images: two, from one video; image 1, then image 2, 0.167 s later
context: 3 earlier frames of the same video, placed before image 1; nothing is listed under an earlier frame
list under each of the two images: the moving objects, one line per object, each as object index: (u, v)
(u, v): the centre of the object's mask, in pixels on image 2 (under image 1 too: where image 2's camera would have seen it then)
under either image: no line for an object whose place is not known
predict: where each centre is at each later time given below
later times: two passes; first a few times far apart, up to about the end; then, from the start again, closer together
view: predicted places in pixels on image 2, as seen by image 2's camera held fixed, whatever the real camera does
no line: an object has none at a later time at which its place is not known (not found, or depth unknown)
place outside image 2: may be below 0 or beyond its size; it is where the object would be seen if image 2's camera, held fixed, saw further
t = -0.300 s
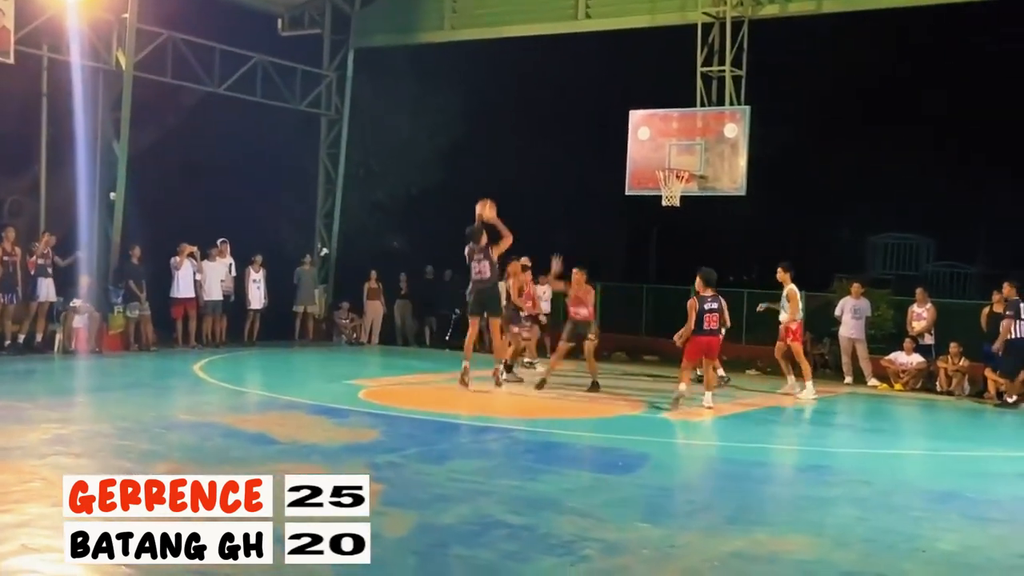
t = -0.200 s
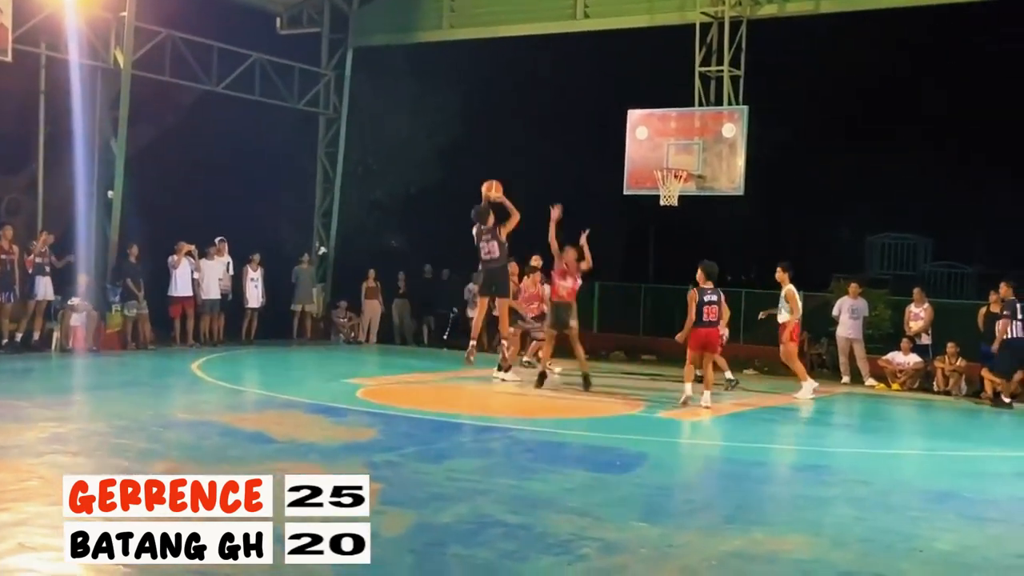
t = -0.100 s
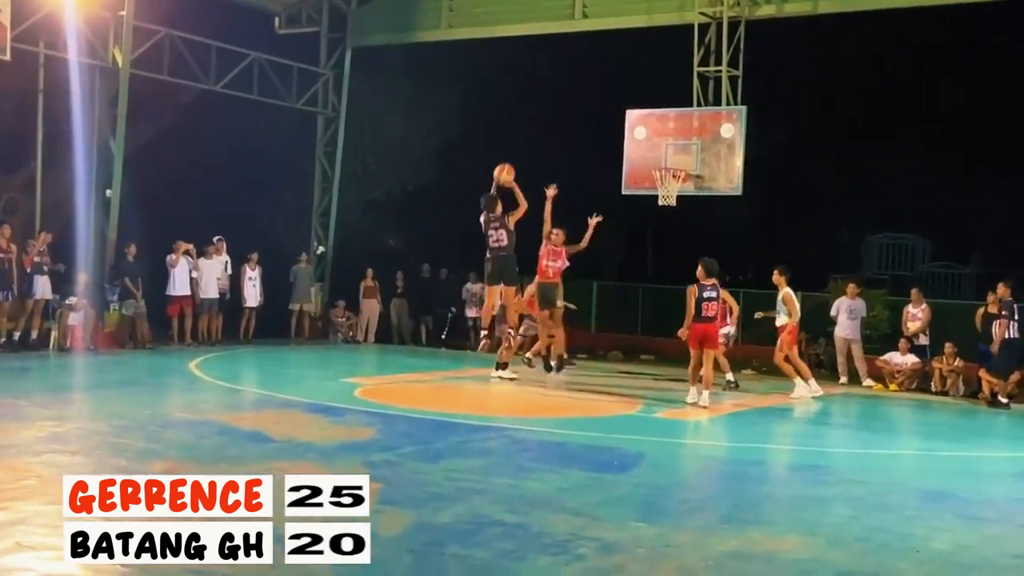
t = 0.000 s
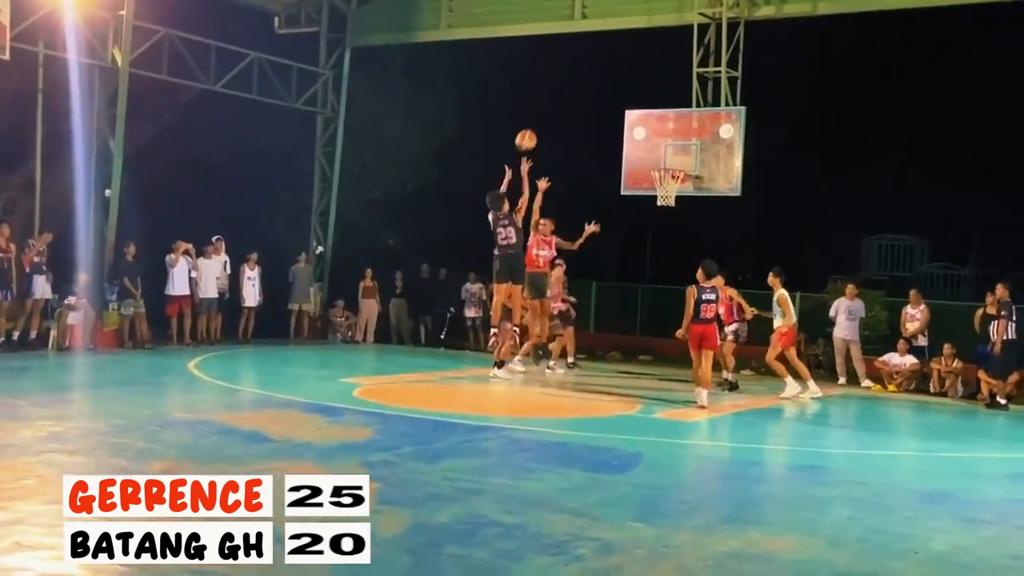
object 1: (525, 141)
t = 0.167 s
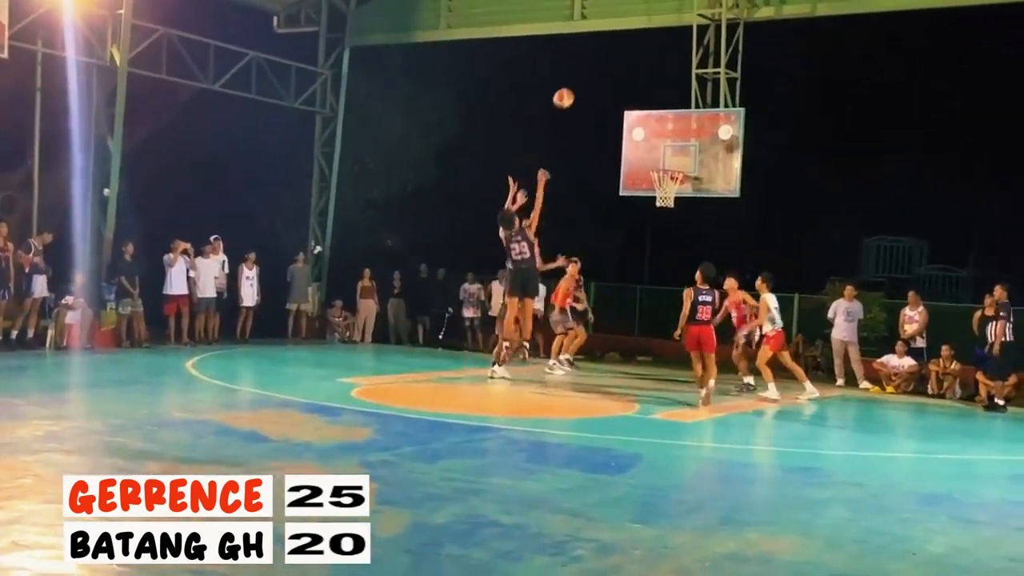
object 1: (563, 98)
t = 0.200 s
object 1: (570, 93)
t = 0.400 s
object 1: (611, 79)
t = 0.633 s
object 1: (652, 100)
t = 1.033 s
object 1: (662, 158)
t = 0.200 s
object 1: (570, 93)
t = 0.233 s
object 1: (578, 89)
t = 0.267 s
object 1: (585, 85)
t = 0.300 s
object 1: (591, 82)
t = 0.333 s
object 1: (598, 80)
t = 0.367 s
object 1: (604, 79)
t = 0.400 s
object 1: (611, 79)
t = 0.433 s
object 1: (617, 80)
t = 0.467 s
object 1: (623, 81)
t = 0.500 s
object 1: (629, 83)
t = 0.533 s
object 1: (635, 87)
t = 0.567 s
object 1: (641, 90)
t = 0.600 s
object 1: (646, 95)
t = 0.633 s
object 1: (652, 100)
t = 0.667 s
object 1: (657, 105)
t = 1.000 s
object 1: (667, 161)
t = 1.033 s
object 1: (662, 158)
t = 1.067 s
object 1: (657, 156)
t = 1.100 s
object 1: (652, 153)
